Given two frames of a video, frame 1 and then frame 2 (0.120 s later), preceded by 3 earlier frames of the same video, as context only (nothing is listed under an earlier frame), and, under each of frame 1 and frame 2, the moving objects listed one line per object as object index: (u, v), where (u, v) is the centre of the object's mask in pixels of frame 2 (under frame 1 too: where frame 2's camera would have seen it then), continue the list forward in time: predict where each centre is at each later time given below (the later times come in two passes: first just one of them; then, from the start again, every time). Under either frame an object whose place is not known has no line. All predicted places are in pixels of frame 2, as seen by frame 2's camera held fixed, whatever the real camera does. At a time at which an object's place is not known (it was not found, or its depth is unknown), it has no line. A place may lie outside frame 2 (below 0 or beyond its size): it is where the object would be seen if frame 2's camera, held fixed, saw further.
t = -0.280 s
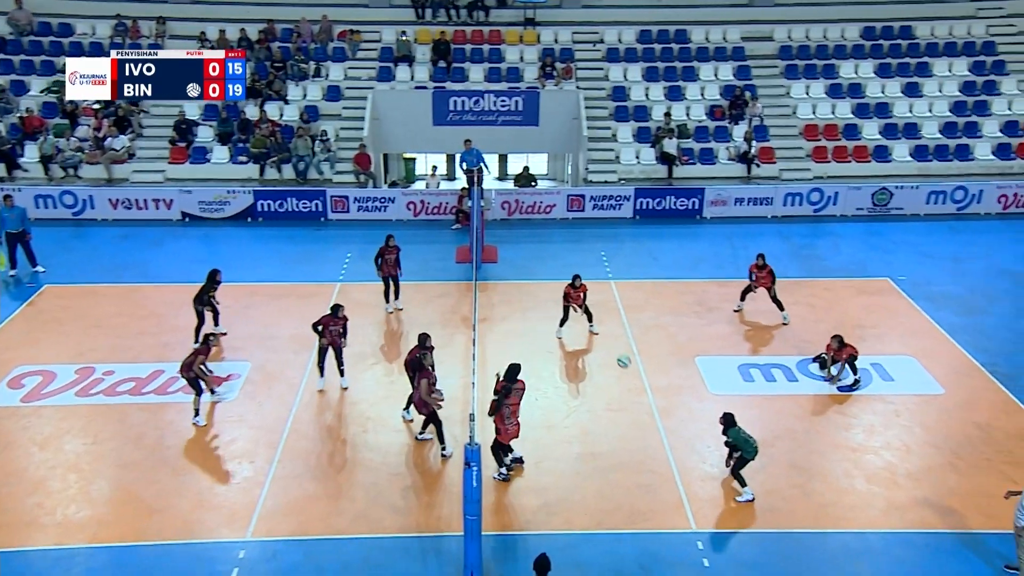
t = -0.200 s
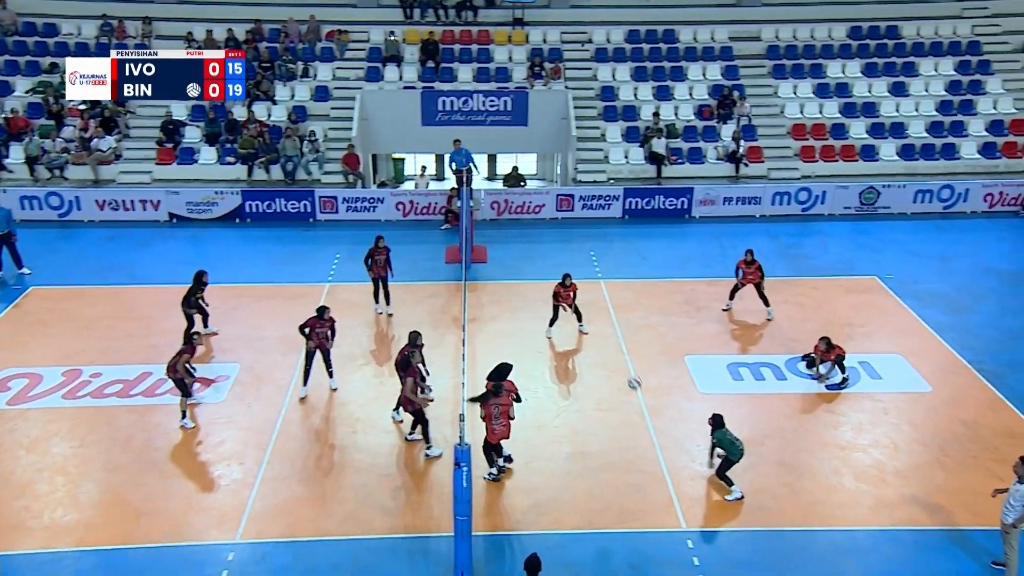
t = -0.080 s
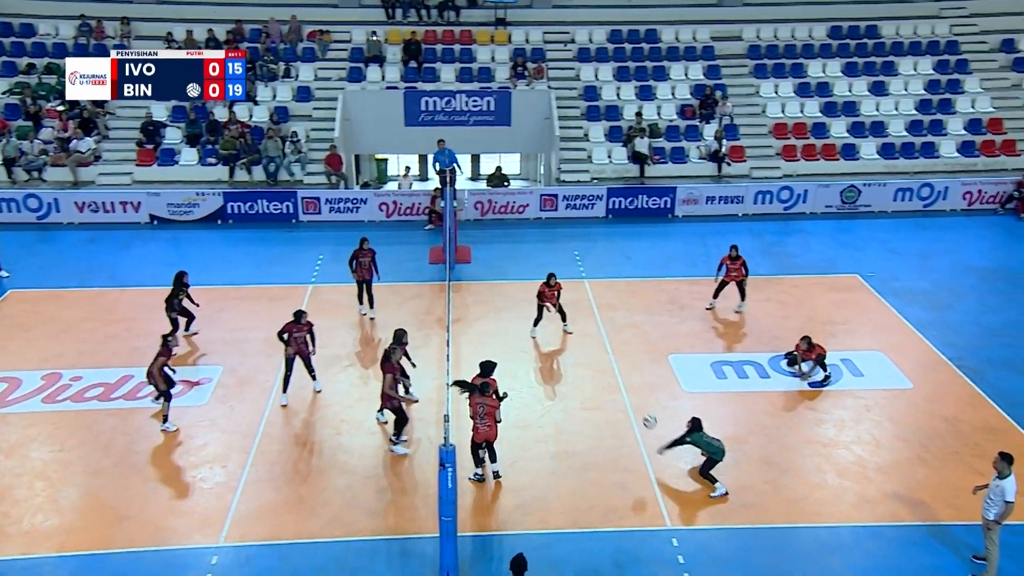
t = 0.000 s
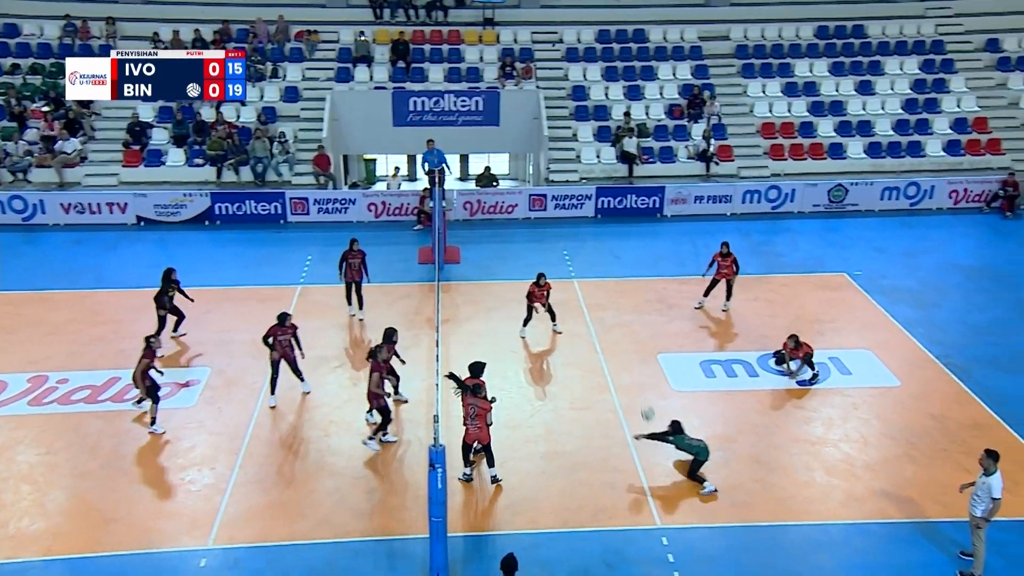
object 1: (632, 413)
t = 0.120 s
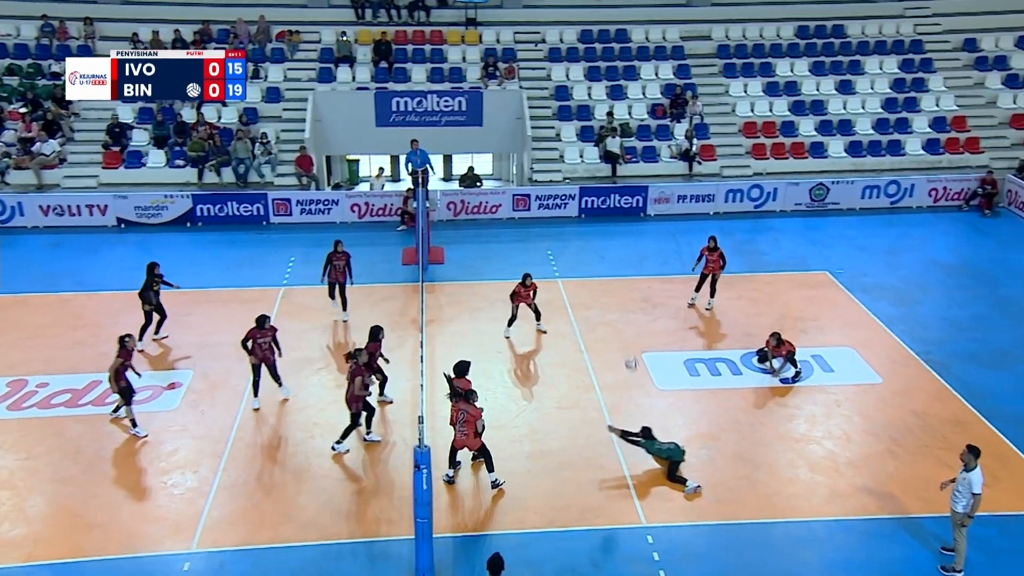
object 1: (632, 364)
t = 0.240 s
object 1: (630, 323)
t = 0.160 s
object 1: (630, 349)
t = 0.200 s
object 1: (631, 335)
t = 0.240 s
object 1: (630, 323)
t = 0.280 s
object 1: (630, 311)
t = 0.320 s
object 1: (630, 301)
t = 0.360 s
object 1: (629, 293)
